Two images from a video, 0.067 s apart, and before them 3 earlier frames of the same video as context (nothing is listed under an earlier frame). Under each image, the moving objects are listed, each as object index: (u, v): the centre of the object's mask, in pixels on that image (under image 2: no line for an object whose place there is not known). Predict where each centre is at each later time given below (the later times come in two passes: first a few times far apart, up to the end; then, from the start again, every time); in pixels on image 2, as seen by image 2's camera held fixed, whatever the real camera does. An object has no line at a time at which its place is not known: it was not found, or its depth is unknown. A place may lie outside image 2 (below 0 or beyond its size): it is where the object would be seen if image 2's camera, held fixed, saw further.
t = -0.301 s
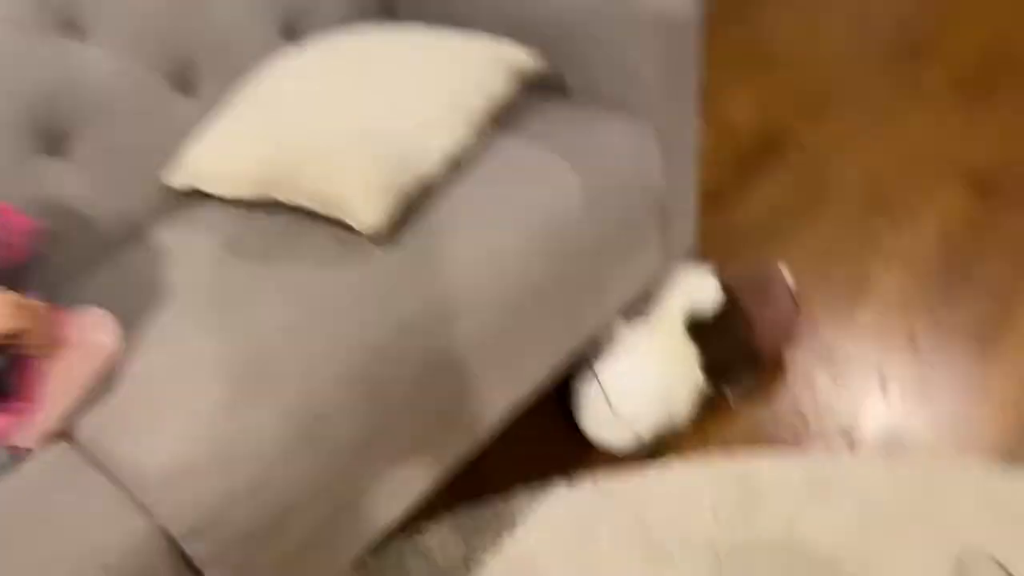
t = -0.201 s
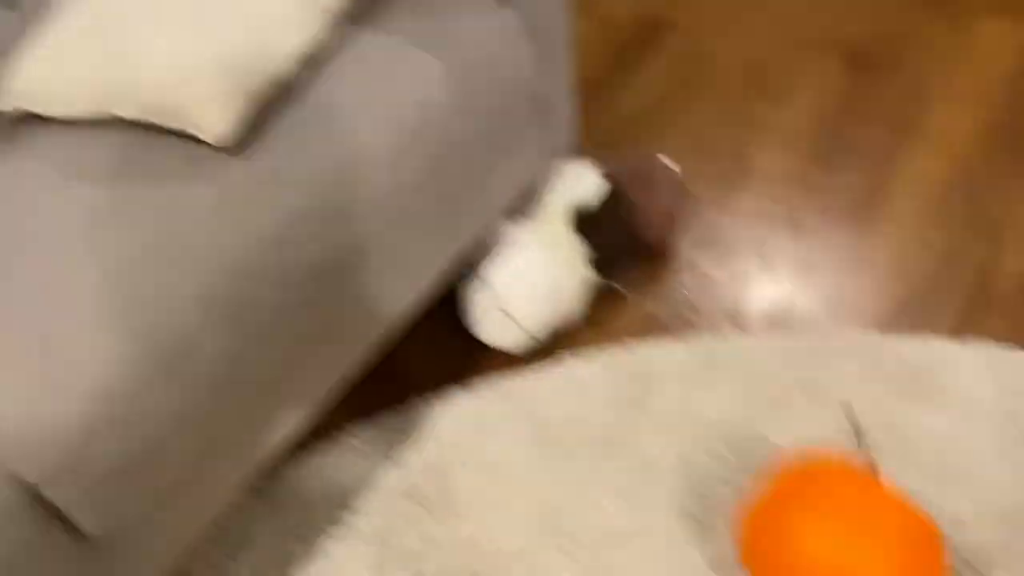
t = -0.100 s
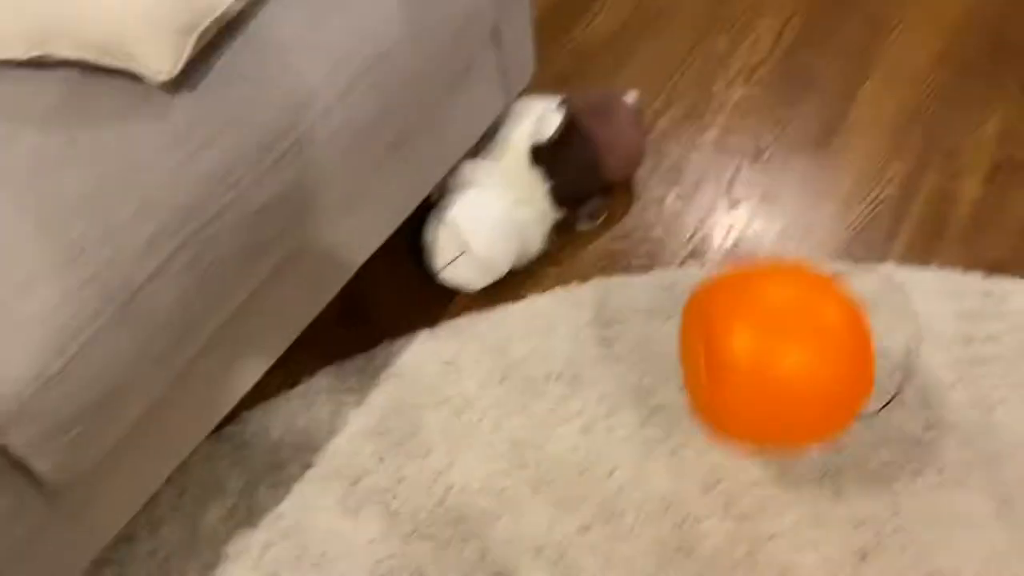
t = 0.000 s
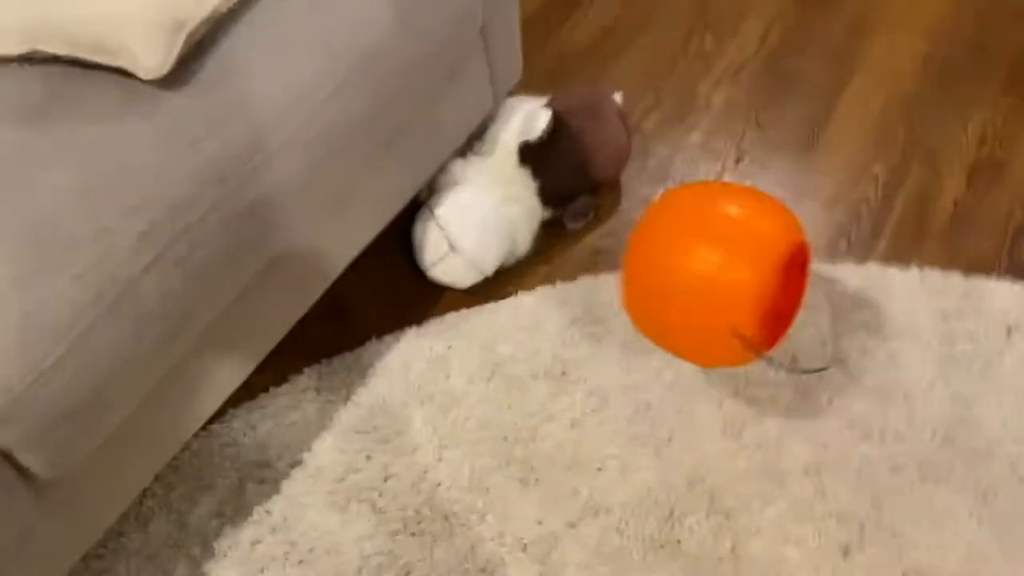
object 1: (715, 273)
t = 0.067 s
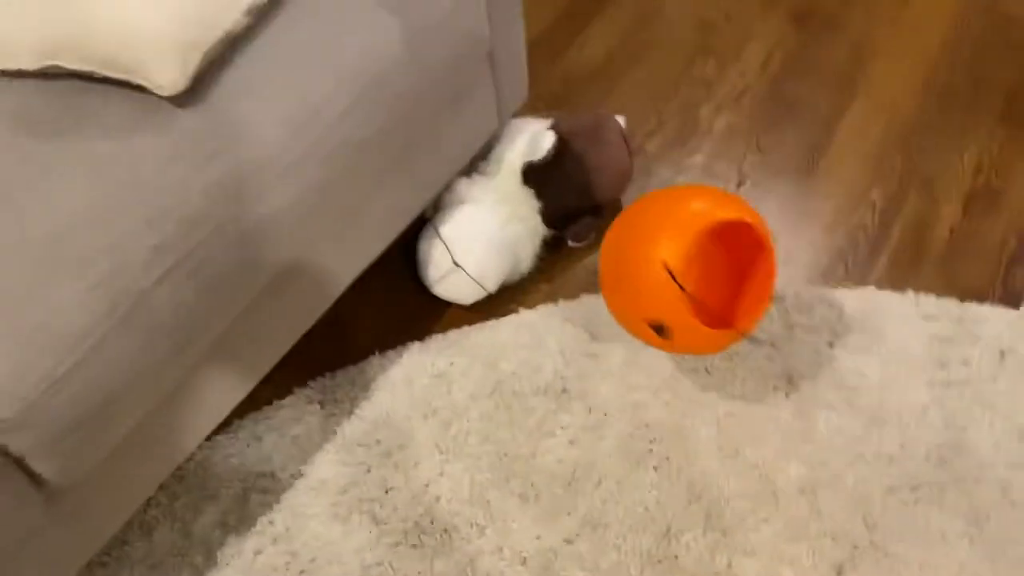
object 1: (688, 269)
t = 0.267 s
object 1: (621, 227)
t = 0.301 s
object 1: (611, 211)
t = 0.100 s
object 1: (676, 264)
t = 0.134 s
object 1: (663, 265)
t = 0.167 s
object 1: (652, 272)
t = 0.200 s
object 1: (642, 268)
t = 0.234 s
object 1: (632, 244)
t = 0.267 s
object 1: (621, 227)
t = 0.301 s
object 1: (611, 211)
